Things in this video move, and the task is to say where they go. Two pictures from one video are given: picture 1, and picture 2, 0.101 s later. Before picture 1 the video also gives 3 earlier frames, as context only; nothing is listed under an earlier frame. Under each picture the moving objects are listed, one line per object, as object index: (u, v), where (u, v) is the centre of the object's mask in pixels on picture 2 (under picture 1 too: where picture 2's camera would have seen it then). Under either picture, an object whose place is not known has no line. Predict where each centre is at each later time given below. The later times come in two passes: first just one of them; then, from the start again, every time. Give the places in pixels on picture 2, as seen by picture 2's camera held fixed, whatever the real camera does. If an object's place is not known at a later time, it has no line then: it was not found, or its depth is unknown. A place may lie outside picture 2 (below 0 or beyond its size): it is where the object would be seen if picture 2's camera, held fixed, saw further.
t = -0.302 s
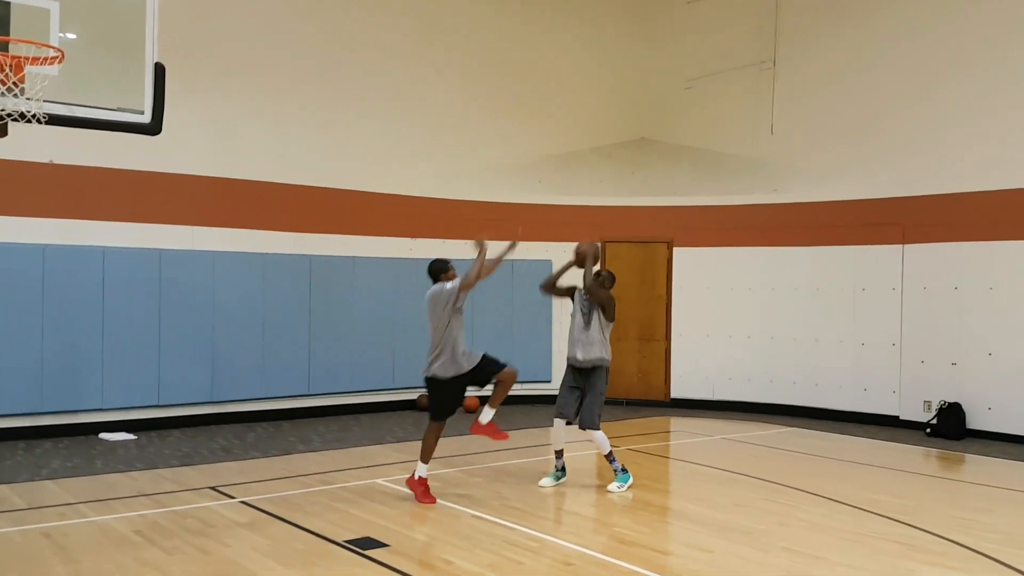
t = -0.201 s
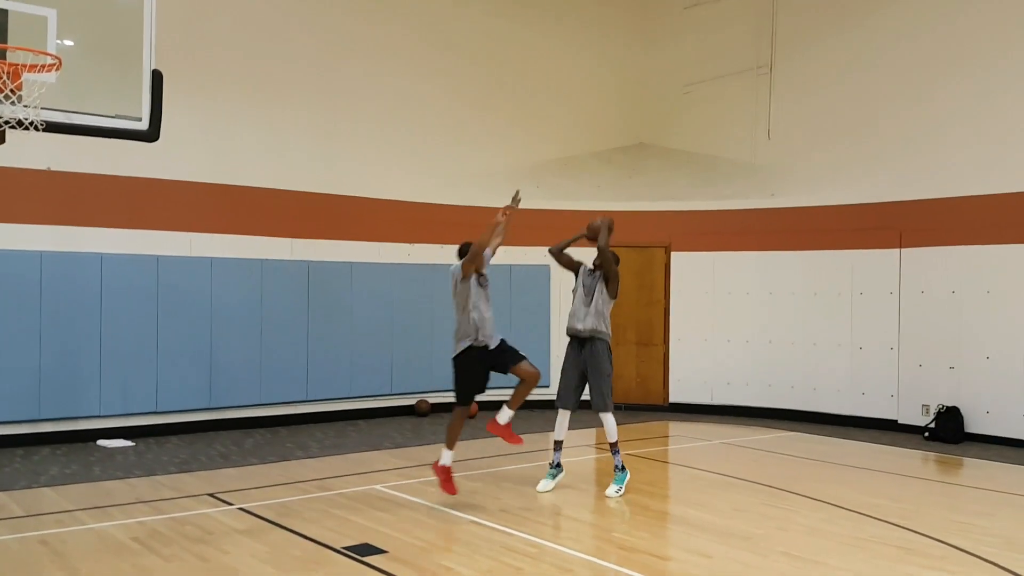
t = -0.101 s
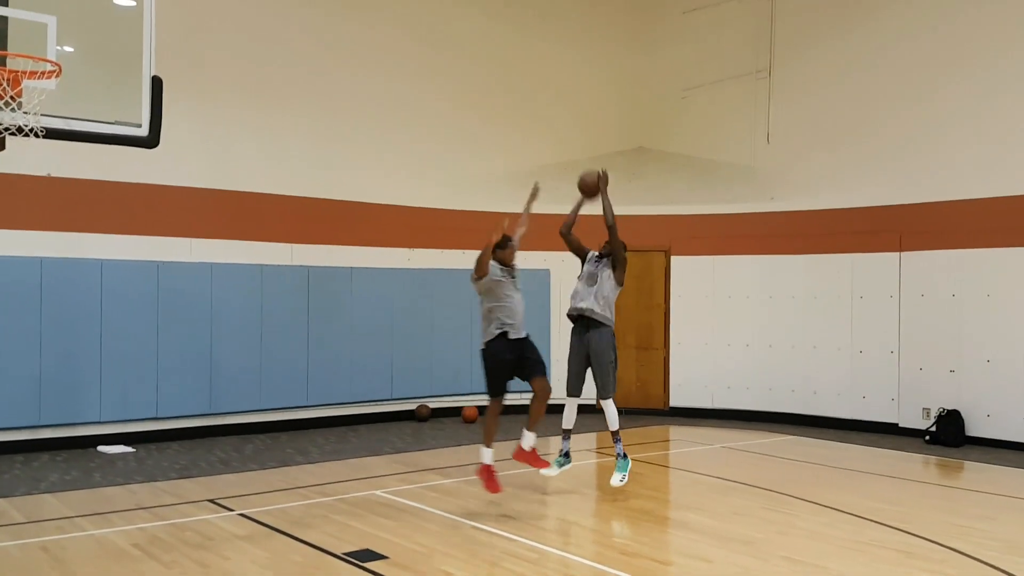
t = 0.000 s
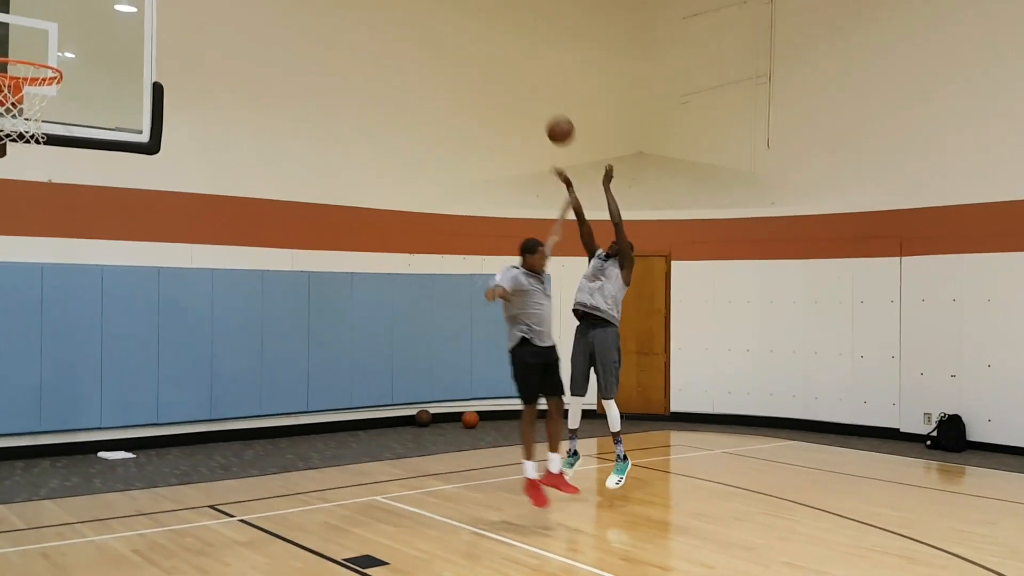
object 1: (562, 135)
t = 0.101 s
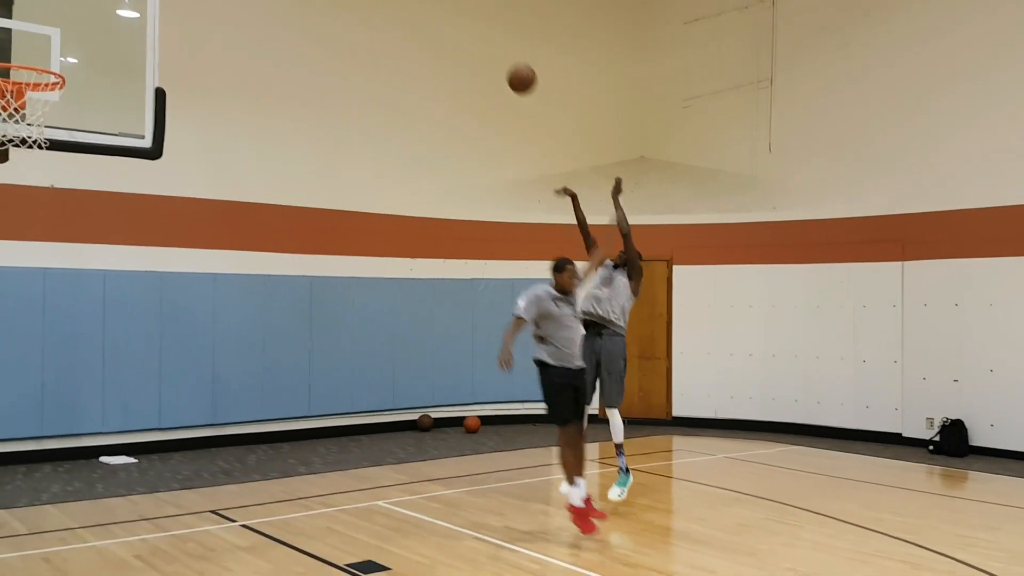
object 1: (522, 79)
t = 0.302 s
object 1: (433, -5)
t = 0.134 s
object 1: (507, 62)
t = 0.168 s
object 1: (493, 45)
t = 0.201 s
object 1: (479, 30)
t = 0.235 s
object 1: (464, 16)
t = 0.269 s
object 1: (449, 4)
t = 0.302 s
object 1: (433, -5)
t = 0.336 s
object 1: (416, -12)
